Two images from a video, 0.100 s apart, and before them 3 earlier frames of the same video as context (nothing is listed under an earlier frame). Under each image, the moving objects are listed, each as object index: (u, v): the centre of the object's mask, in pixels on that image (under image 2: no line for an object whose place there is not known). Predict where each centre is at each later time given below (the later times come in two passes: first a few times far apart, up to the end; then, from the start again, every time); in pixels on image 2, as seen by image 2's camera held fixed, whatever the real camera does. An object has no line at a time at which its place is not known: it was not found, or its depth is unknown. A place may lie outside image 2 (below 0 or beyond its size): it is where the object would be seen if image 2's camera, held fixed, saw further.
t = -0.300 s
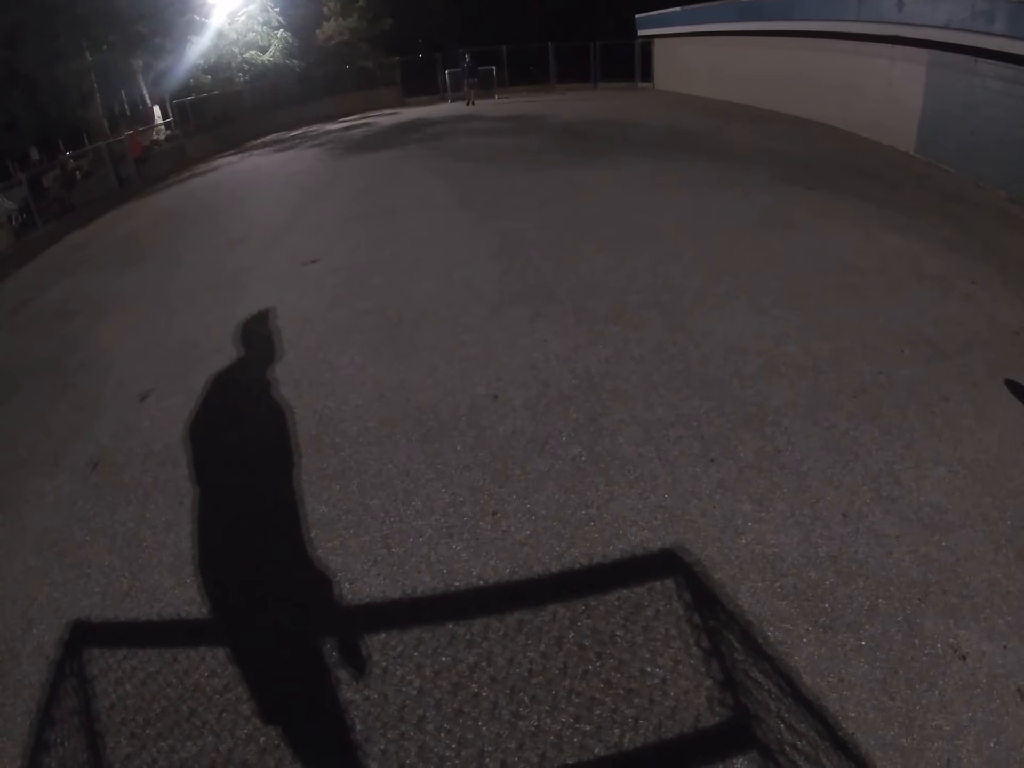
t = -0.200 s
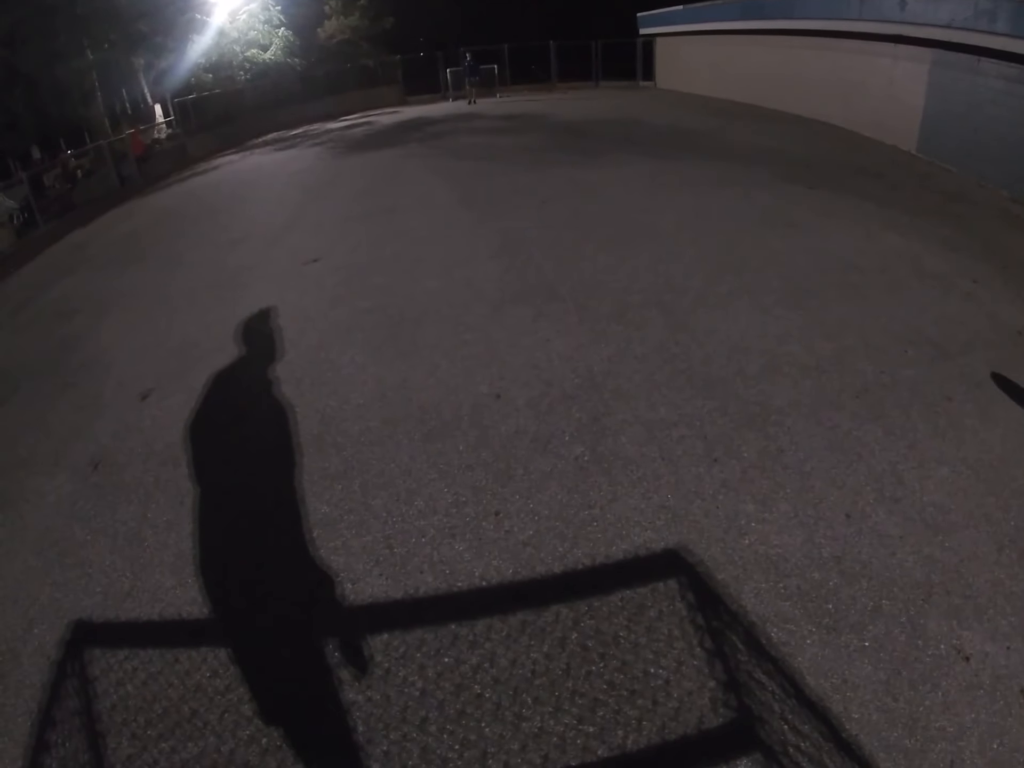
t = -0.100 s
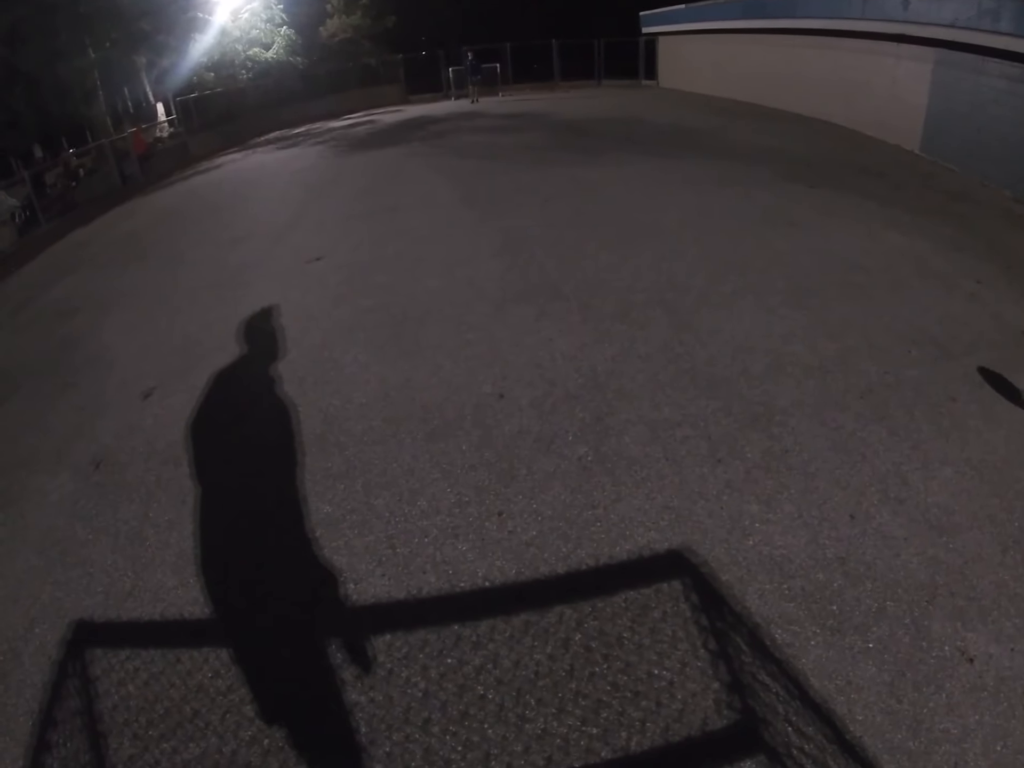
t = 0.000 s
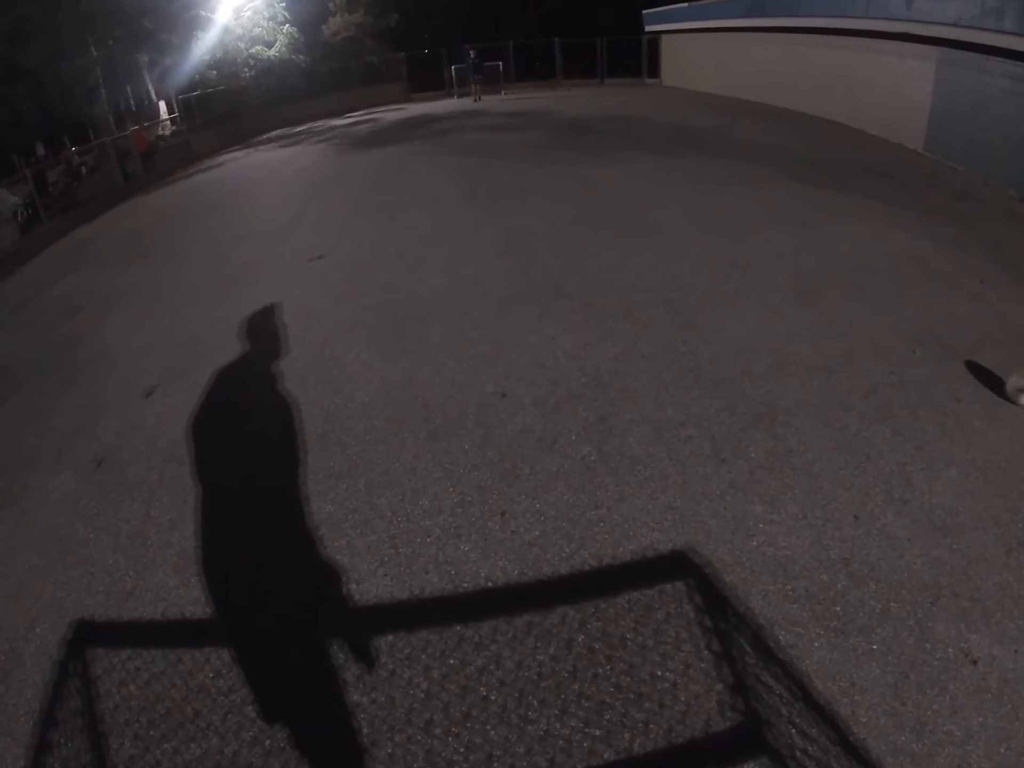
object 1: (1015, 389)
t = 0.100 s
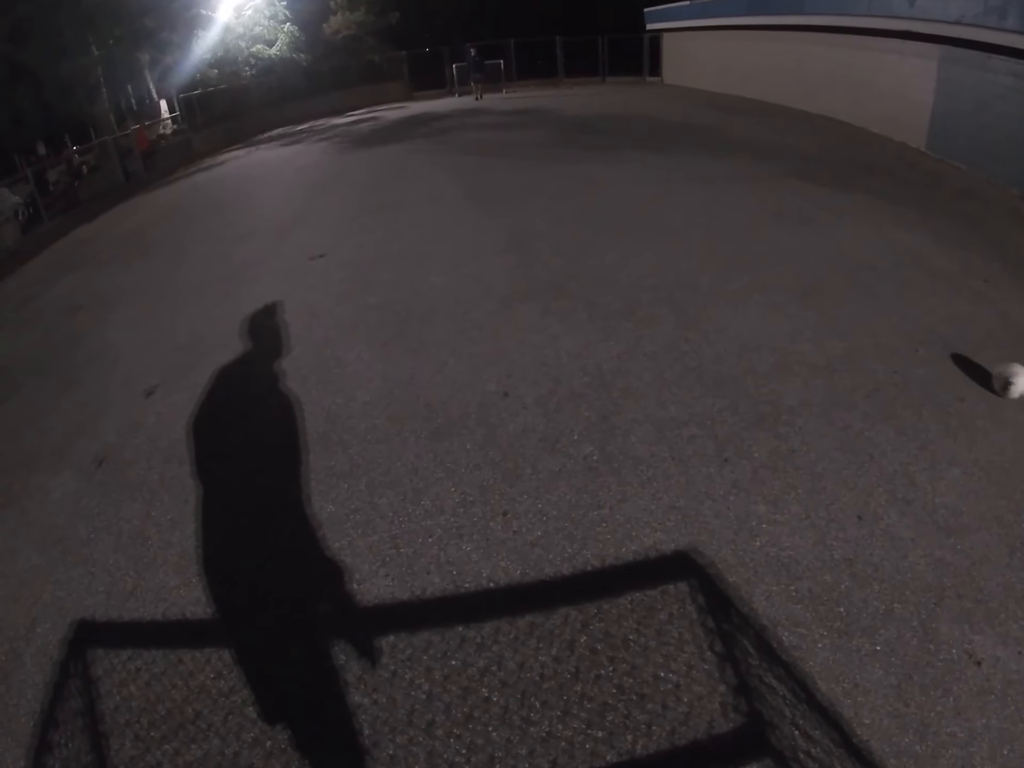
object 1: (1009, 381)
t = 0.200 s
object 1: (994, 373)
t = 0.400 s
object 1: (961, 361)
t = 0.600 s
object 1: (928, 351)
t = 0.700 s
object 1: (911, 345)
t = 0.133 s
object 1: (1005, 378)
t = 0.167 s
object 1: (1000, 376)
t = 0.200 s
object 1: (994, 373)
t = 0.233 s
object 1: (988, 371)
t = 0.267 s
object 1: (982, 370)
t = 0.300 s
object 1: (977, 368)
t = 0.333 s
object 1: (972, 365)
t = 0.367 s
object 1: (967, 363)
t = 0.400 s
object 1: (961, 361)
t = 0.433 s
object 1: (956, 360)
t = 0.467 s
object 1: (952, 359)
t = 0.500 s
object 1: (946, 357)
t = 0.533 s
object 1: (940, 354)
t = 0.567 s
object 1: (934, 352)
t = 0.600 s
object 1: (928, 351)
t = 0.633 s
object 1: (923, 349)
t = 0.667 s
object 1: (917, 347)
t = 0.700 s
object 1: (911, 345)
